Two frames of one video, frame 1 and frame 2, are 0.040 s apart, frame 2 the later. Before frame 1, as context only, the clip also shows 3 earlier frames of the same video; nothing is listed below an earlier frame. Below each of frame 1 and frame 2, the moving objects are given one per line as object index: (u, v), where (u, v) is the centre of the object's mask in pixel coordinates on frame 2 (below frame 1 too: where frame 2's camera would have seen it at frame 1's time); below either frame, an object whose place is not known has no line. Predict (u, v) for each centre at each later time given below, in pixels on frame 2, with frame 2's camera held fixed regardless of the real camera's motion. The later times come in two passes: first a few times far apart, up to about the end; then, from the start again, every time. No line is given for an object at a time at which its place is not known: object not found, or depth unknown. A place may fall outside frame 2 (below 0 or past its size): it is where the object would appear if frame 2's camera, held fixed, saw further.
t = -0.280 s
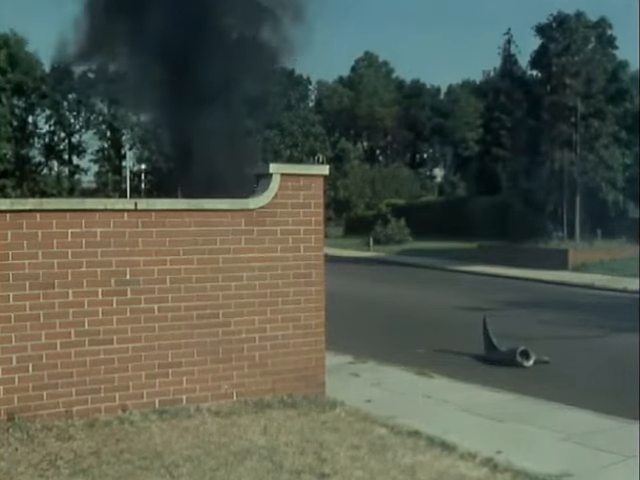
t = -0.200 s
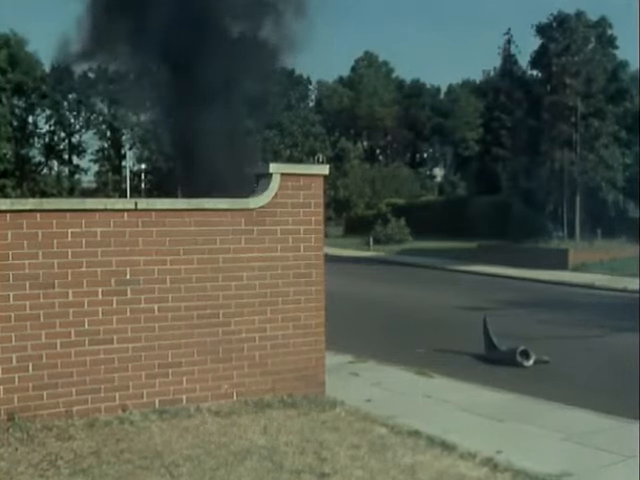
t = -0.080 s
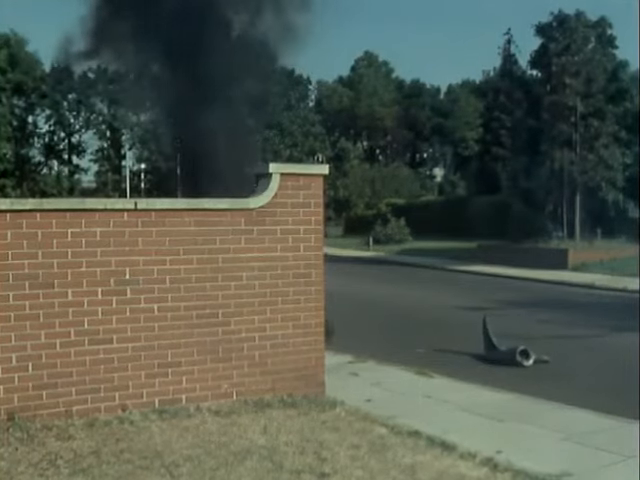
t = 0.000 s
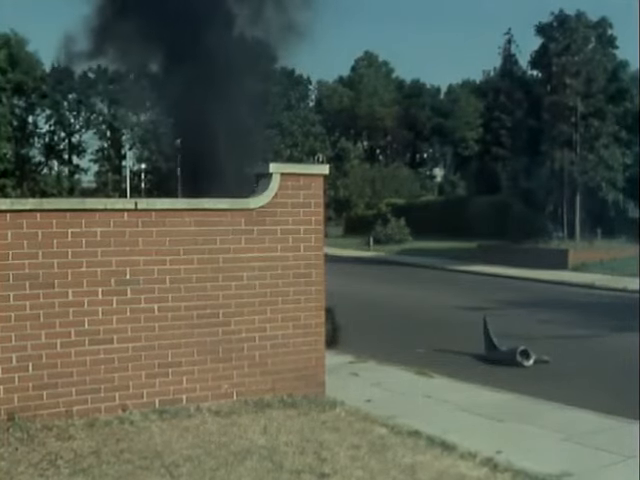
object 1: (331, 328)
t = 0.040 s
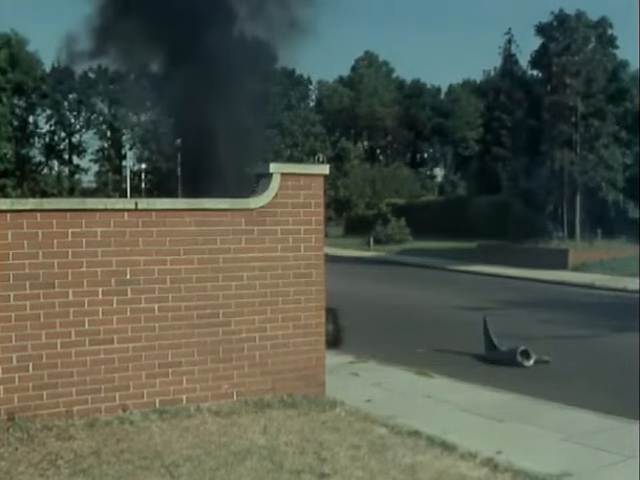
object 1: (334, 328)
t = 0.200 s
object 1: (346, 330)
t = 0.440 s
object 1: (370, 337)
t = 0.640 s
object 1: (389, 343)
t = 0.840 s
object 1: (409, 345)
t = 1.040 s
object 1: (429, 351)
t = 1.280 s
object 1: (448, 357)
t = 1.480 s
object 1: (455, 361)
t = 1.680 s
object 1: (453, 374)
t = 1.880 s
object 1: (454, 374)
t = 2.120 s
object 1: (453, 373)
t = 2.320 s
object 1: (457, 371)
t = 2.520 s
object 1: (454, 375)
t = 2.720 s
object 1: (454, 373)
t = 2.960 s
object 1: (456, 374)
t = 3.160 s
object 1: (455, 374)
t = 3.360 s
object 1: (456, 373)
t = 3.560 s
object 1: (456, 374)
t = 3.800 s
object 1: (456, 373)
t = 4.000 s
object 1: (456, 373)
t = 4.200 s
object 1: (457, 373)
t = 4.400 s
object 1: (457, 373)
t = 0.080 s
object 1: (335, 329)
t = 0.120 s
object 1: (339, 329)
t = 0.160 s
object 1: (342, 329)
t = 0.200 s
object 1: (346, 330)
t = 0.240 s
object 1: (350, 331)
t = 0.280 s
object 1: (354, 332)
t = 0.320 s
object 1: (358, 333)
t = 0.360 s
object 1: (362, 334)
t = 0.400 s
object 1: (366, 335)
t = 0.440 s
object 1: (370, 337)
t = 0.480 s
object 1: (373, 338)
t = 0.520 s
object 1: (377, 340)
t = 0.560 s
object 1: (381, 341)
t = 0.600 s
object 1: (385, 342)
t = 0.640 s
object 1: (389, 343)
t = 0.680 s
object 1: (393, 344)
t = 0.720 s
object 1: (397, 345)
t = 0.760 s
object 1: (400, 345)
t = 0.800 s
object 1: (405, 344)
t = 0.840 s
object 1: (409, 345)
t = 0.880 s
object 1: (413, 346)
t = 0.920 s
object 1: (417, 348)
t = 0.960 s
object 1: (421, 349)
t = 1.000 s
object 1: (425, 350)
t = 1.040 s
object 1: (429, 351)
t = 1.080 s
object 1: (433, 352)
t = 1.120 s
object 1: (436, 352)
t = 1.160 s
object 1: (440, 355)
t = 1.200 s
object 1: (443, 356)
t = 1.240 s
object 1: (445, 356)
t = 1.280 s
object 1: (448, 357)
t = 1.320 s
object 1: (450, 358)
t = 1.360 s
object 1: (451, 358)
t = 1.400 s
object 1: (452, 359)
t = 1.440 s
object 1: (454, 360)
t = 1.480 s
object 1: (455, 361)
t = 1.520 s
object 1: (456, 362)
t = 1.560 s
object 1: (456, 365)
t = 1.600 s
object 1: (456, 369)
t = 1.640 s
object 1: (453, 375)
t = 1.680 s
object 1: (453, 374)
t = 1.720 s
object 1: (452, 372)
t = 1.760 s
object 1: (451, 372)
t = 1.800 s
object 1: (451, 372)
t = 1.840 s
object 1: (453, 372)
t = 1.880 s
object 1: (454, 374)
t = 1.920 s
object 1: (453, 372)
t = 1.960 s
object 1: (453, 372)
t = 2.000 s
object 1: (454, 373)
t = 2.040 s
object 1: (454, 373)
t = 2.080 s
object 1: (456, 373)
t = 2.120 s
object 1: (453, 373)
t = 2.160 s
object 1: (454, 372)
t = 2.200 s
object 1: (456, 372)
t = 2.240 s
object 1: (455, 372)
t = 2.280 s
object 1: (455, 372)
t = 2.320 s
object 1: (457, 371)
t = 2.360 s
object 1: (457, 371)
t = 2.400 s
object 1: (456, 372)
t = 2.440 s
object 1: (456, 373)
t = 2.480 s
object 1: (455, 374)
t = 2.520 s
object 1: (454, 375)
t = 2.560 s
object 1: (455, 374)
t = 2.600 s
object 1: (454, 374)
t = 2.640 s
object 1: (455, 373)
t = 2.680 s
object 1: (454, 374)
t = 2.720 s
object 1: (454, 373)
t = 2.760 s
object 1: (455, 374)
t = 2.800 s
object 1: (454, 373)
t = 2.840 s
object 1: (453, 374)
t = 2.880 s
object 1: (453, 374)
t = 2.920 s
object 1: (454, 374)
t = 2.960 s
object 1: (456, 374)
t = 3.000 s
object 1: (456, 374)
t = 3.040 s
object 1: (457, 374)
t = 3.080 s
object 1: (454, 374)
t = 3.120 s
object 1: (455, 374)
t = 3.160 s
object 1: (455, 374)
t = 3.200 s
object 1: (456, 374)
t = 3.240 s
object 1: (456, 374)
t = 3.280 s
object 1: (456, 374)
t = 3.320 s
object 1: (456, 374)
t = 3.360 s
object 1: (456, 373)
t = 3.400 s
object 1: (456, 374)
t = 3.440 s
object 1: (456, 373)
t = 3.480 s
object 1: (456, 373)
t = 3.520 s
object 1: (456, 373)
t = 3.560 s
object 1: (456, 374)
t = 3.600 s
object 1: (456, 373)
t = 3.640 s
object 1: (457, 374)
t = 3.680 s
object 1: (457, 374)
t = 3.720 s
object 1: (457, 374)
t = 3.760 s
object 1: (456, 374)
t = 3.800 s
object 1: (456, 373)
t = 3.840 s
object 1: (456, 374)
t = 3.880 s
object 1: (456, 374)
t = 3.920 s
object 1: (456, 373)
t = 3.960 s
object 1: (456, 374)
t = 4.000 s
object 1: (456, 373)
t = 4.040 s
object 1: (456, 374)
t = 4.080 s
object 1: (456, 374)
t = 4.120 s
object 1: (456, 373)
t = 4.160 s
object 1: (457, 373)
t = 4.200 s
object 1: (457, 373)
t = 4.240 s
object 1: (457, 373)
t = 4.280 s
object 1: (457, 373)
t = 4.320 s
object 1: (457, 373)
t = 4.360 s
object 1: (457, 373)
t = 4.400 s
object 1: (457, 373)
